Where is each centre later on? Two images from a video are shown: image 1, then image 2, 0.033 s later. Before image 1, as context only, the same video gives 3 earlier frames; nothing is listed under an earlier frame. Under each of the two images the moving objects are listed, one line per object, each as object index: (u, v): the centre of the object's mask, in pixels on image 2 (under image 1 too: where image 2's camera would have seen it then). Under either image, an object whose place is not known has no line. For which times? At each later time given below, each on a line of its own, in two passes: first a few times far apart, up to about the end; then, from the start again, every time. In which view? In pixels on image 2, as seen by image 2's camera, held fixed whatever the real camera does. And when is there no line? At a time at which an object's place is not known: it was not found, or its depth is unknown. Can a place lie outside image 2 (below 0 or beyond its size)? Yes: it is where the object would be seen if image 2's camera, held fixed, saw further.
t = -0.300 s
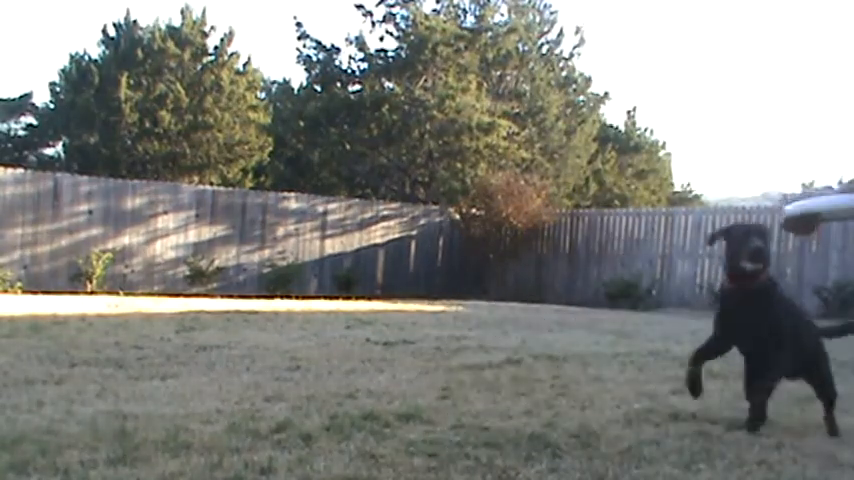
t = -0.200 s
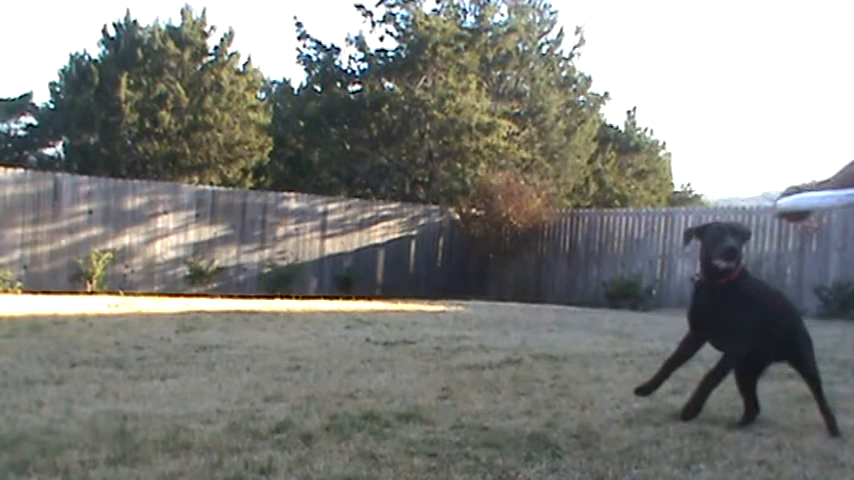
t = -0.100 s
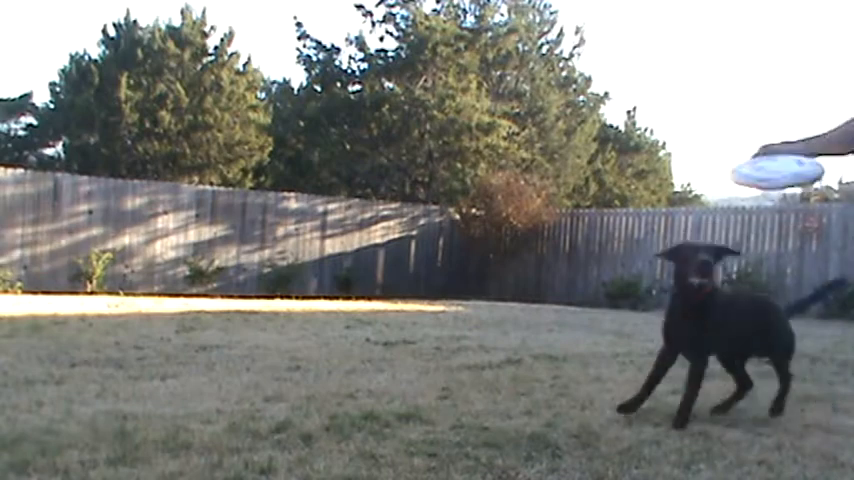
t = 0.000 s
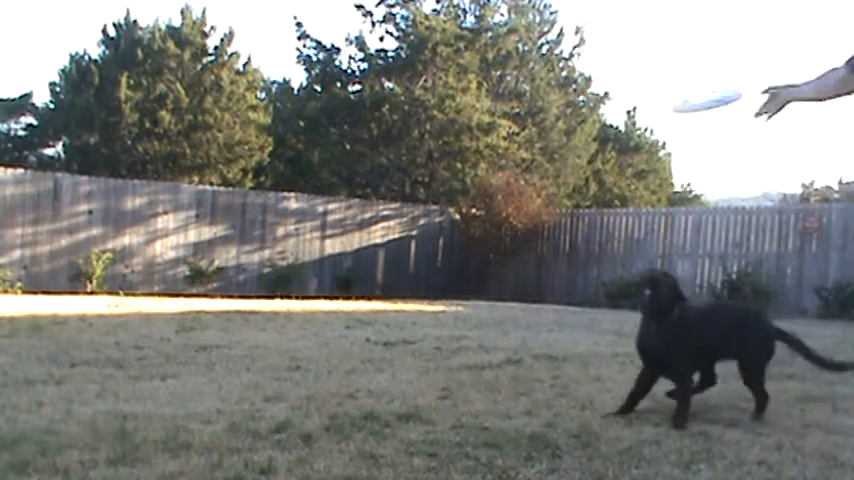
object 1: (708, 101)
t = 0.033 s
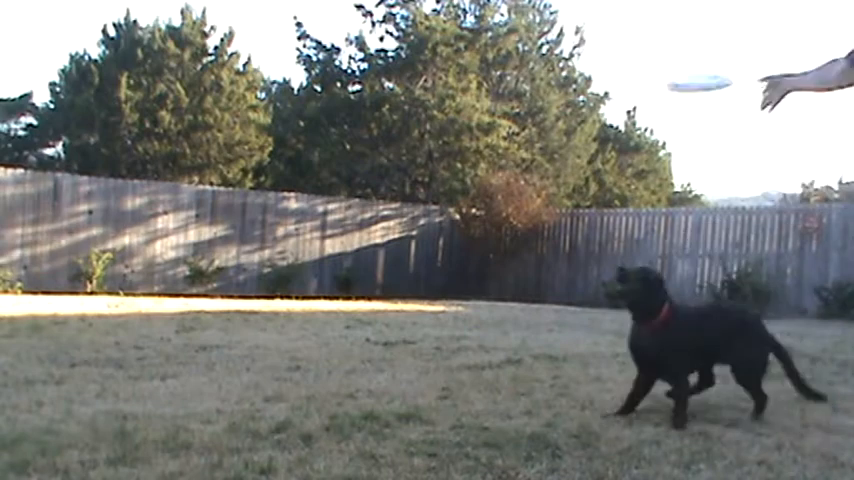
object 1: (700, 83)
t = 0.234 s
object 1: (666, 38)
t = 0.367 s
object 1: (649, 30)
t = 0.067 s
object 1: (693, 69)
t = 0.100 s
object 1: (688, 59)
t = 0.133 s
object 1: (680, 52)
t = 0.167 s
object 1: (676, 45)
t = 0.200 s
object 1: (672, 41)
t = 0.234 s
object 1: (666, 38)
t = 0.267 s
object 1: (662, 34)
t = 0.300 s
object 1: (657, 33)
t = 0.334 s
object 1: (652, 32)
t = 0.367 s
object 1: (649, 30)
